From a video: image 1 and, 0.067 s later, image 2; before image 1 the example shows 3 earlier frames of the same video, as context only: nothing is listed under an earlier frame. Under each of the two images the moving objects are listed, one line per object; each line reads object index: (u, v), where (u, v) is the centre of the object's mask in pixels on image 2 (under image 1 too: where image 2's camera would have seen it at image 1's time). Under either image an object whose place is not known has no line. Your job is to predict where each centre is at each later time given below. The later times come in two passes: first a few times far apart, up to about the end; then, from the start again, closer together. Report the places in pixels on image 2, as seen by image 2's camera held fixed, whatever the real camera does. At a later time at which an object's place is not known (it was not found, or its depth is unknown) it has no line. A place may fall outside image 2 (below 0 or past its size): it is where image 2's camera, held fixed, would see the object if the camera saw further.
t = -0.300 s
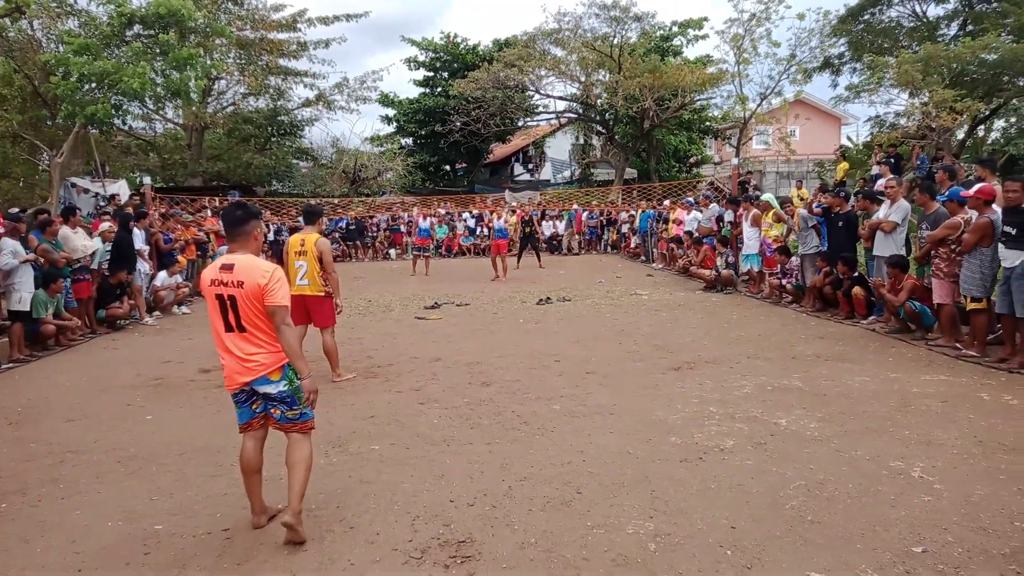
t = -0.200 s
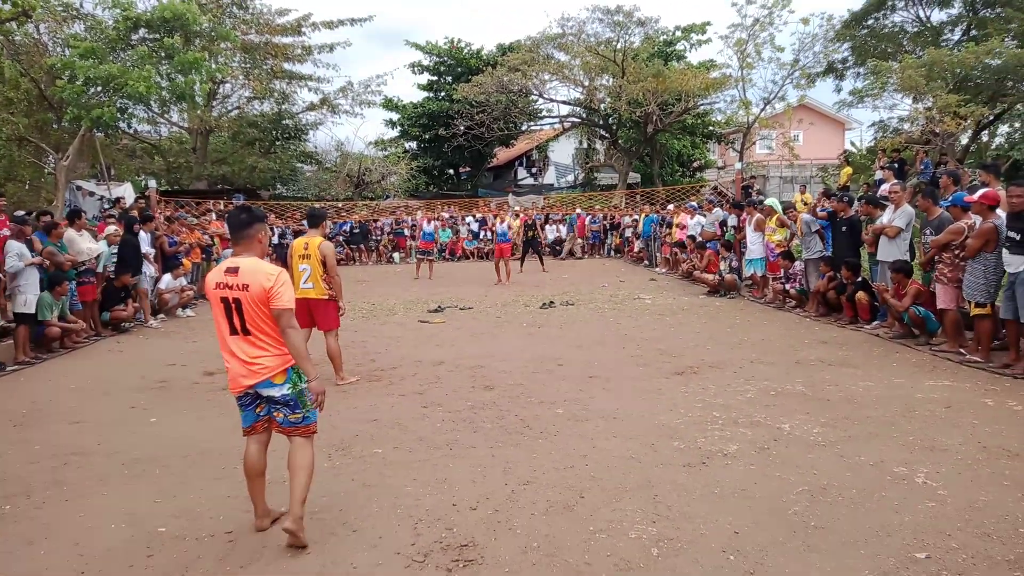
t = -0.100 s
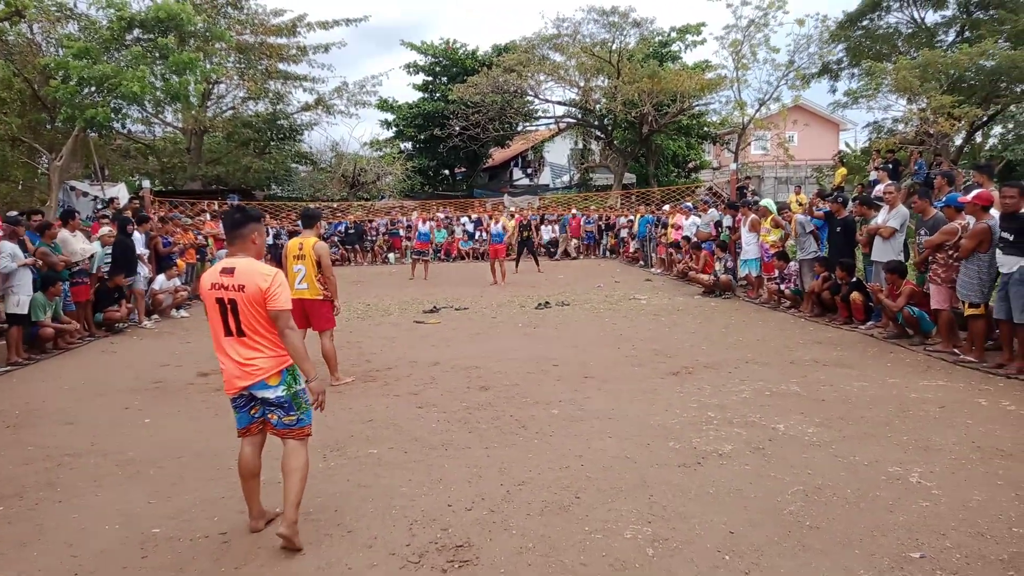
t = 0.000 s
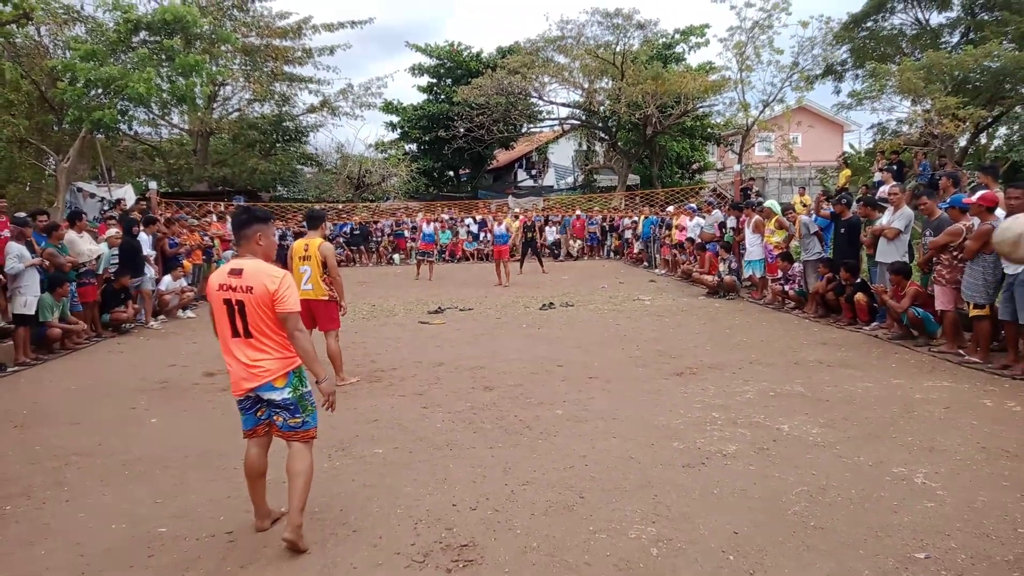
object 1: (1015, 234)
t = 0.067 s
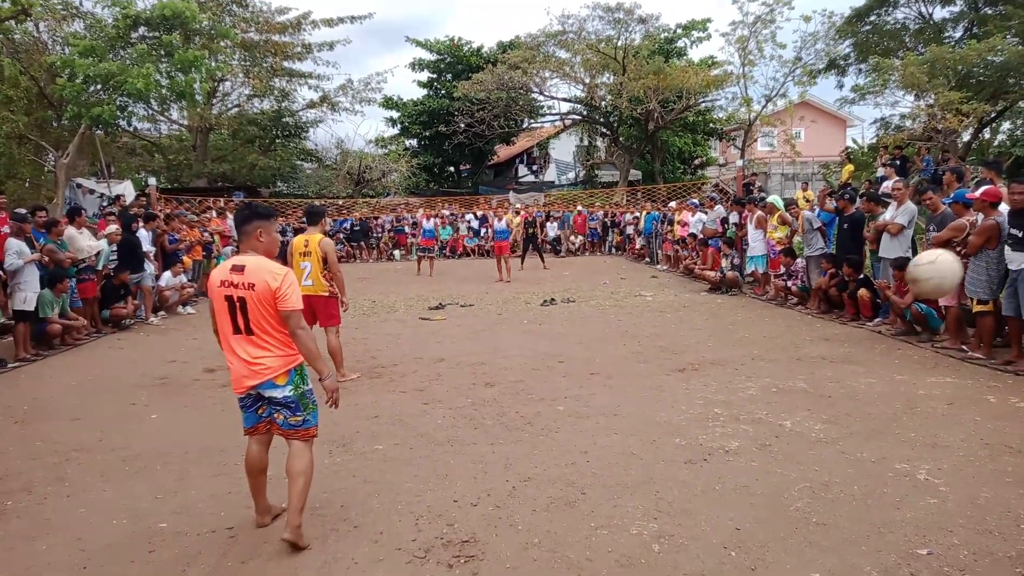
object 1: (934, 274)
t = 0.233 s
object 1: (740, 407)
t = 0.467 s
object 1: (572, 487)
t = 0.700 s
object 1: (477, 350)
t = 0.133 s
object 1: (851, 322)
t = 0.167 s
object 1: (812, 349)
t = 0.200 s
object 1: (775, 378)
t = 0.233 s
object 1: (740, 407)
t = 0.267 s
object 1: (708, 438)
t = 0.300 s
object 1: (677, 470)
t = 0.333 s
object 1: (649, 503)
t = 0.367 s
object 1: (621, 538)
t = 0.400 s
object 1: (601, 549)
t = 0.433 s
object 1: (586, 516)
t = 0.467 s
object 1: (572, 487)
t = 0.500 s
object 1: (558, 461)
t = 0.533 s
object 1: (544, 437)
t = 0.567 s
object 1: (530, 415)
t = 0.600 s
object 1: (516, 394)
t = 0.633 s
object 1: (502, 377)
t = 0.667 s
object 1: (490, 362)
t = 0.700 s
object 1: (477, 350)
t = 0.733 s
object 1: (462, 340)
